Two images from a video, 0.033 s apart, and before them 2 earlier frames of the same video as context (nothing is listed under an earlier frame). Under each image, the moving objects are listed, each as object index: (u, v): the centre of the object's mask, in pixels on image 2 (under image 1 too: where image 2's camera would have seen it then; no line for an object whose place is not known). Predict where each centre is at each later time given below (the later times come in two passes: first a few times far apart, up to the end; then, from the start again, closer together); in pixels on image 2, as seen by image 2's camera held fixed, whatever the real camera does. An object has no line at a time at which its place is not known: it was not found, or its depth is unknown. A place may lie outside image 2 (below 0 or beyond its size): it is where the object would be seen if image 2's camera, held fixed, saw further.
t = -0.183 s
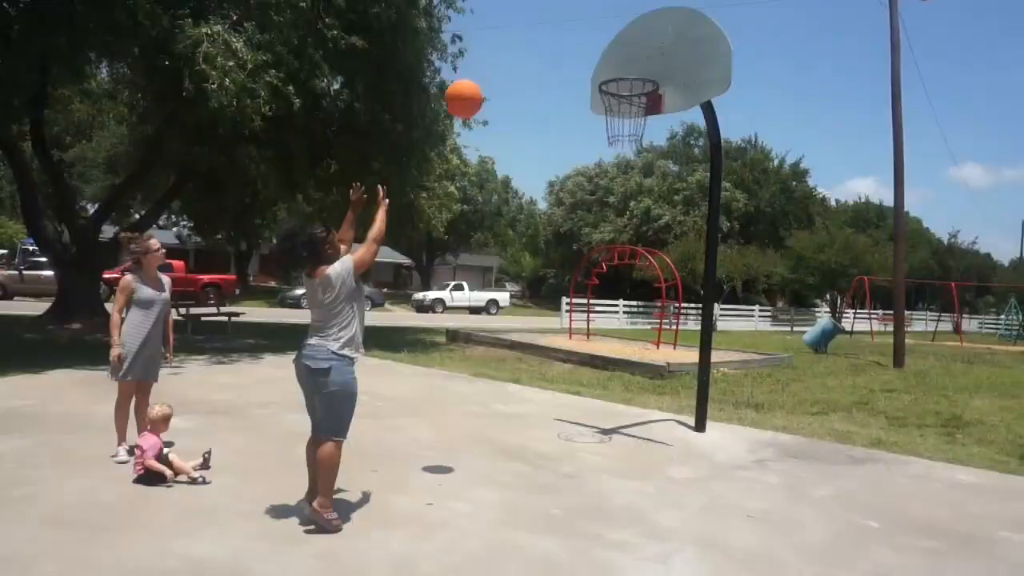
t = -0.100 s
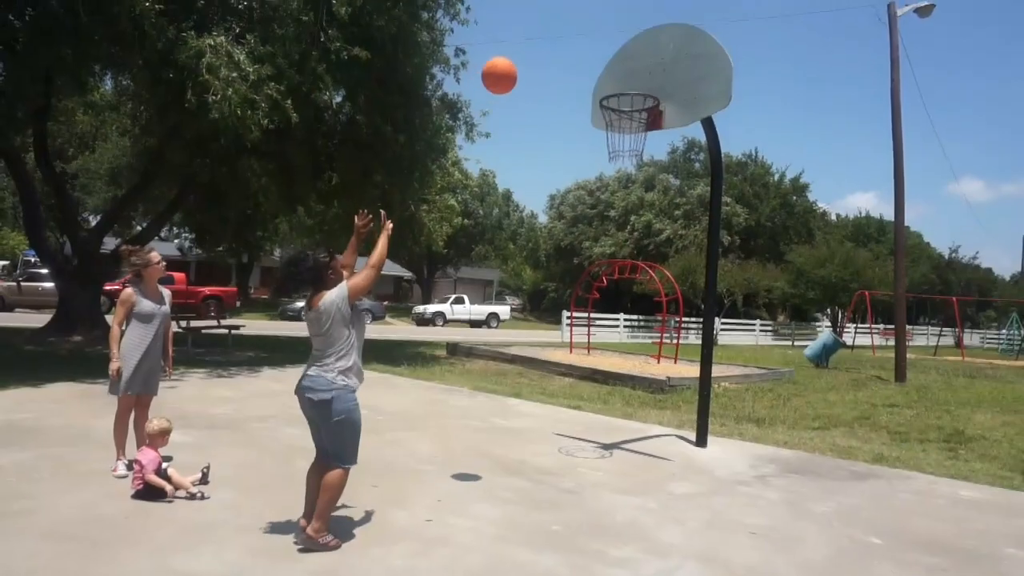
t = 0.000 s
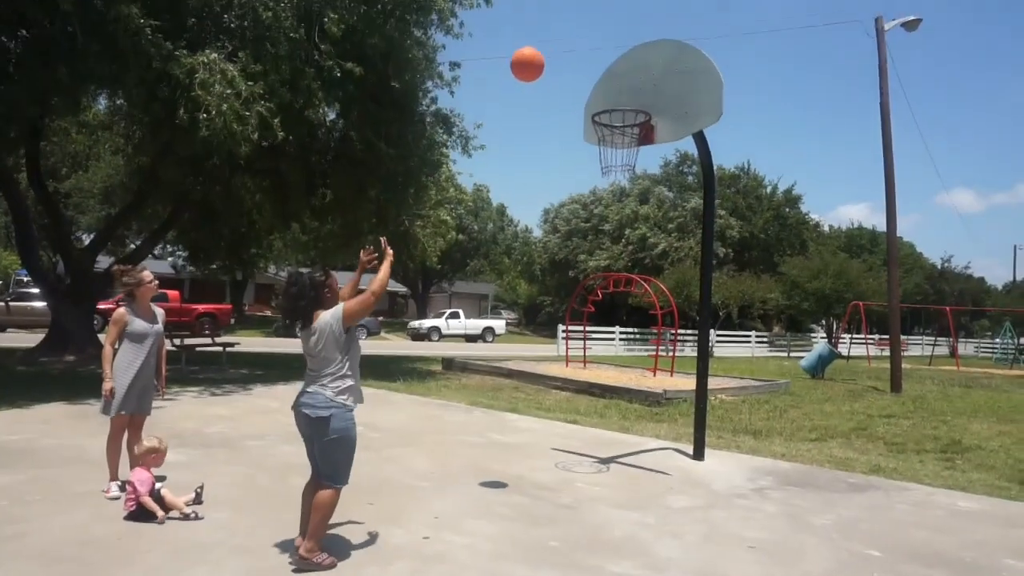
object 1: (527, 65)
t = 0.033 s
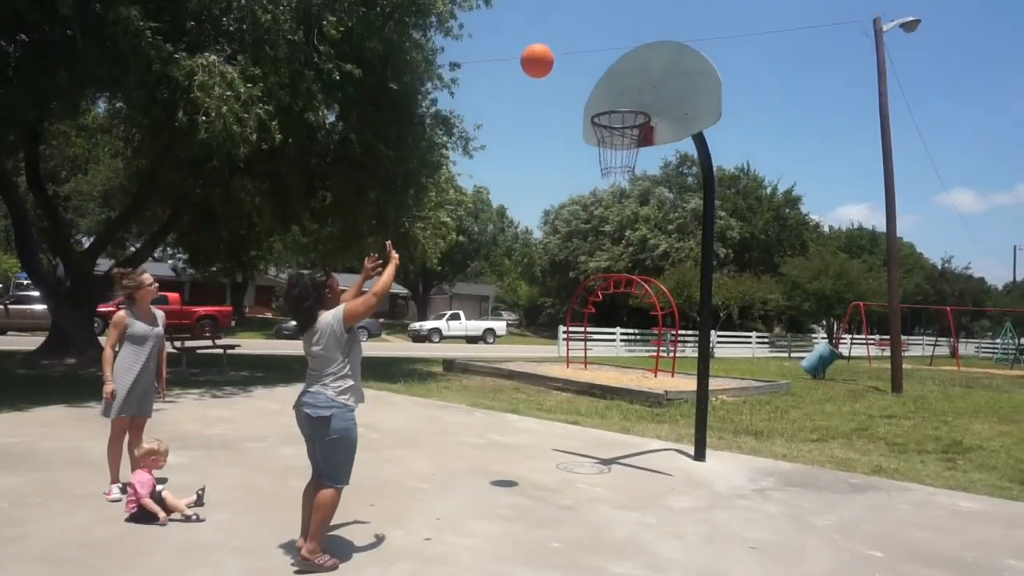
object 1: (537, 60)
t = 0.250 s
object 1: (599, 61)
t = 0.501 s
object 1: (630, 108)
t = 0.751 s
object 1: (624, 144)
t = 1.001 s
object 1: (635, 172)
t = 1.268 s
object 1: (641, 260)
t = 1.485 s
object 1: (638, 396)
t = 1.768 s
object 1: (647, 371)
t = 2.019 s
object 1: (651, 299)
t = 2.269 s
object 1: (648, 300)
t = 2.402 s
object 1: (643, 334)
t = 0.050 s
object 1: (542, 58)
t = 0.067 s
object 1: (547, 56)
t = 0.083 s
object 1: (553, 56)
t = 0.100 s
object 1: (558, 55)
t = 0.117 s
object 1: (563, 54)
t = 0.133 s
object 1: (568, 54)
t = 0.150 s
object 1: (573, 54)
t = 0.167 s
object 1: (578, 54)
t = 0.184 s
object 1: (582, 55)
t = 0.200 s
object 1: (586, 56)
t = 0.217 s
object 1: (590, 57)
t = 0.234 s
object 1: (594, 59)
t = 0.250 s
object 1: (599, 61)
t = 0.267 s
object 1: (602, 63)
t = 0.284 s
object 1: (606, 66)
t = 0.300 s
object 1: (610, 69)
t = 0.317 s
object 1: (614, 72)
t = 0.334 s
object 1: (618, 76)
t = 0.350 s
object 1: (622, 79)
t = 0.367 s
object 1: (625, 82)
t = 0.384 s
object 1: (629, 86)
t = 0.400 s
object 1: (632, 91)
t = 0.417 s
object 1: (636, 95)
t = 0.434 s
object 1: (640, 100)
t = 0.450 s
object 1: (640, 105)
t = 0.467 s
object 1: (637, 106)
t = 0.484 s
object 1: (634, 108)
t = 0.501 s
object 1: (630, 108)
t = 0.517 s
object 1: (627, 110)
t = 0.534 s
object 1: (624, 111)
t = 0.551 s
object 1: (621, 112)
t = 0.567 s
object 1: (618, 114)
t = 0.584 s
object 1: (614, 116)
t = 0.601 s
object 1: (611, 119)
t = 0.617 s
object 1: (611, 122)
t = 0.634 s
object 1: (612, 123)
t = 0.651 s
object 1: (614, 124)
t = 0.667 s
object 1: (615, 127)
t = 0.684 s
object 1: (617, 131)
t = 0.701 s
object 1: (619, 134)
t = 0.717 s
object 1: (622, 137)
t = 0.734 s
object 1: (622, 140)
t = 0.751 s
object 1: (624, 144)
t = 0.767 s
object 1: (625, 147)
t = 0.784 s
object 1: (626, 151)
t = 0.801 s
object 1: (628, 154)
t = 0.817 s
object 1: (629, 156)
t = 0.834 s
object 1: (629, 157)
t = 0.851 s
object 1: (630, 158)
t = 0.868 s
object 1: (630, 158)
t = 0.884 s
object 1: (630, 159)
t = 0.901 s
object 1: (630, 161)
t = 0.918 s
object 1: (631, 164)
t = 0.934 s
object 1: (631, 165)
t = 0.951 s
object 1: (632, 168)
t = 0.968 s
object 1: (633, 169)
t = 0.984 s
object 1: (634, 172)
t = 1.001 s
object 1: (635, 172)
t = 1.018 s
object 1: (635, 175)
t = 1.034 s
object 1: (634, 179)
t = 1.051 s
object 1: (633, 184)
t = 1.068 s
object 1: (633, 189)
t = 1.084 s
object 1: (634, 194)
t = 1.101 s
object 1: (635, 197)
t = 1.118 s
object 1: (635, 202)
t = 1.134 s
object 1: (636, 207)
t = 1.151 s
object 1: (637, 212)
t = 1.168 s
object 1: (637, 217)
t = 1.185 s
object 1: (637, 224)
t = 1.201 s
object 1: (638, 230)
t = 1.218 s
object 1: (638, 238)
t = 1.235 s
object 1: (639, 244)
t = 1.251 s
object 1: (640, 253)
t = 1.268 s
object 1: (641, 260)
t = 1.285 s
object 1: (641, 268)
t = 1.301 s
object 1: (641, 277)
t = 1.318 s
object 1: (641, 287)
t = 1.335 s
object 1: (641, 296)
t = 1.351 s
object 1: (641, 306)
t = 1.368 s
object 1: (641, 316)
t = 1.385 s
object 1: (642, 326)
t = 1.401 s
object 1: (643, 336)
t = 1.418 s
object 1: (642, 348)
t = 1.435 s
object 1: (641, 358)
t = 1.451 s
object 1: (641, 370)
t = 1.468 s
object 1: (639, 383)
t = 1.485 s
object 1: (638, 396)
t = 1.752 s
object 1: (645, 380)
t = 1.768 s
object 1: (647, 371)
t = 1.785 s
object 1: (648, 364)
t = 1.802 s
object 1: (649, 357)
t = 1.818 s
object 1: (649, 351)
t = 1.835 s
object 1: (650, 345)
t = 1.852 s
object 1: (650, 339)
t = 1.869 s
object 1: (650, 333)
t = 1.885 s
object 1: (650, 328)
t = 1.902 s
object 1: (650, 323)
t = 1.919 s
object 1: (650, 319)
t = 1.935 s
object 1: (651, 315)
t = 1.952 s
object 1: (651, 311)
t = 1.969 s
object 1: (651, 308)
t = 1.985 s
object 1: (651, 304)
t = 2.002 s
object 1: (651, 301)
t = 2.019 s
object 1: (651, 299)
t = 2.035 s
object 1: (651, 296)
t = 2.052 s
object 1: (651, 294)
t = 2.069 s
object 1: (651, 293)
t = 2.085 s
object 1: (650, 292)
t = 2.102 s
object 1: (650, 290)
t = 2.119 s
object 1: (650, 290)
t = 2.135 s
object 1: (650, 290)
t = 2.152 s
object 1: (650, 290)
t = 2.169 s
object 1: (649, 291)
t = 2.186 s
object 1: (649, 291)
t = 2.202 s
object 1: (649, 292)
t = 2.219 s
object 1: (649, 293)
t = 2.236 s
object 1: (649, 295)
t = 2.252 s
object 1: (648, 297)
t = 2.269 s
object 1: (648, 300)
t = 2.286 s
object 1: (647, 303)
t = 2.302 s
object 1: (647, 306)
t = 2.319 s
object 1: (646, 310)
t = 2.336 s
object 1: (646, 314)
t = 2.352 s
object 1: (645, 318)
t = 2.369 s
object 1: (644, 323)
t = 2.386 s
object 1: (644, 329)
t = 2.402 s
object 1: (643, 334)
